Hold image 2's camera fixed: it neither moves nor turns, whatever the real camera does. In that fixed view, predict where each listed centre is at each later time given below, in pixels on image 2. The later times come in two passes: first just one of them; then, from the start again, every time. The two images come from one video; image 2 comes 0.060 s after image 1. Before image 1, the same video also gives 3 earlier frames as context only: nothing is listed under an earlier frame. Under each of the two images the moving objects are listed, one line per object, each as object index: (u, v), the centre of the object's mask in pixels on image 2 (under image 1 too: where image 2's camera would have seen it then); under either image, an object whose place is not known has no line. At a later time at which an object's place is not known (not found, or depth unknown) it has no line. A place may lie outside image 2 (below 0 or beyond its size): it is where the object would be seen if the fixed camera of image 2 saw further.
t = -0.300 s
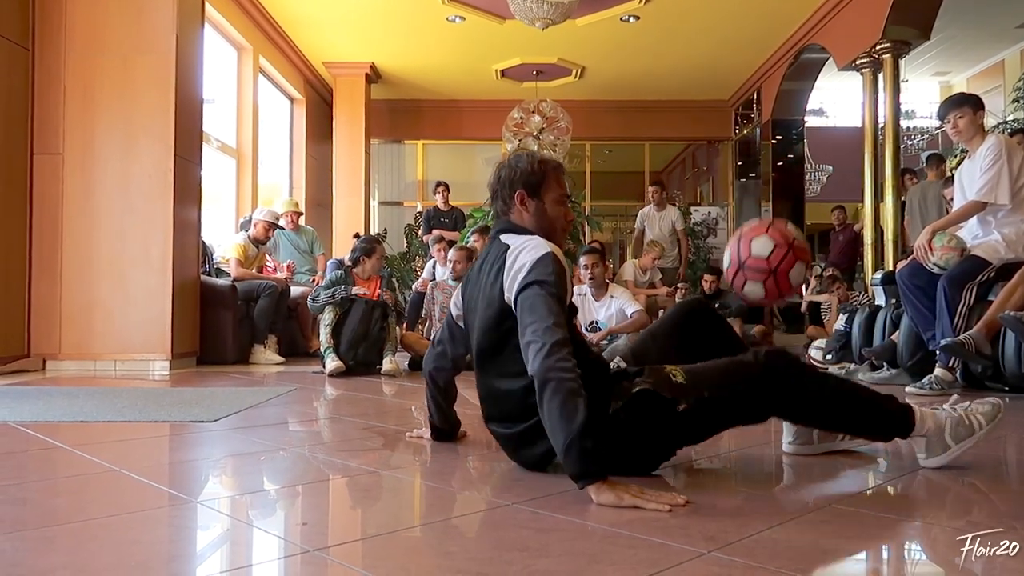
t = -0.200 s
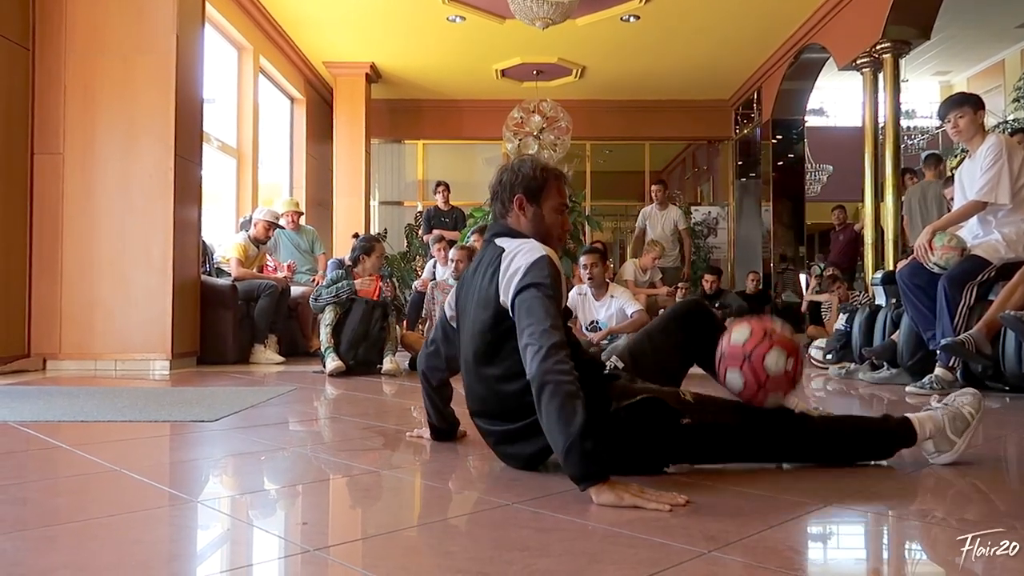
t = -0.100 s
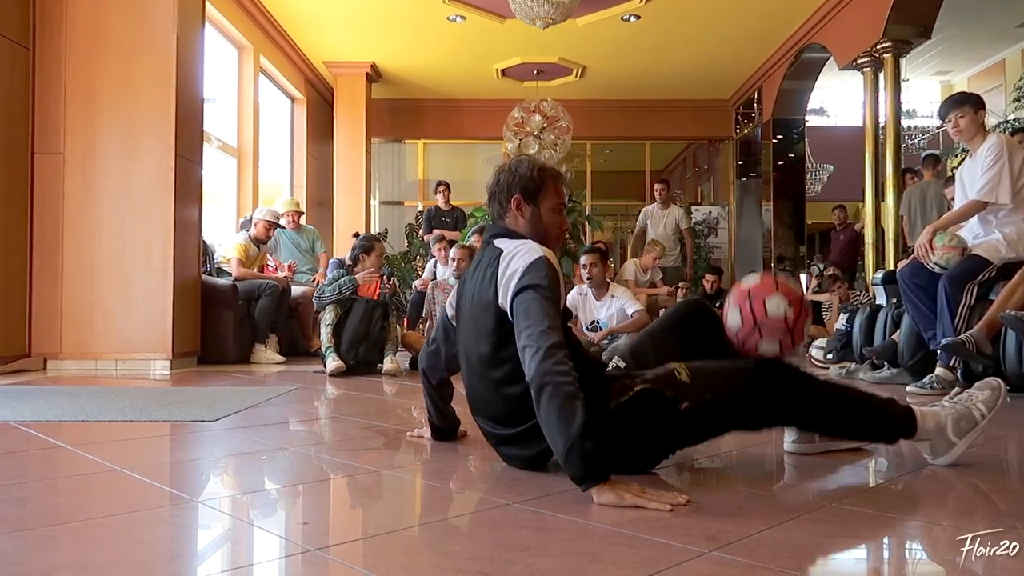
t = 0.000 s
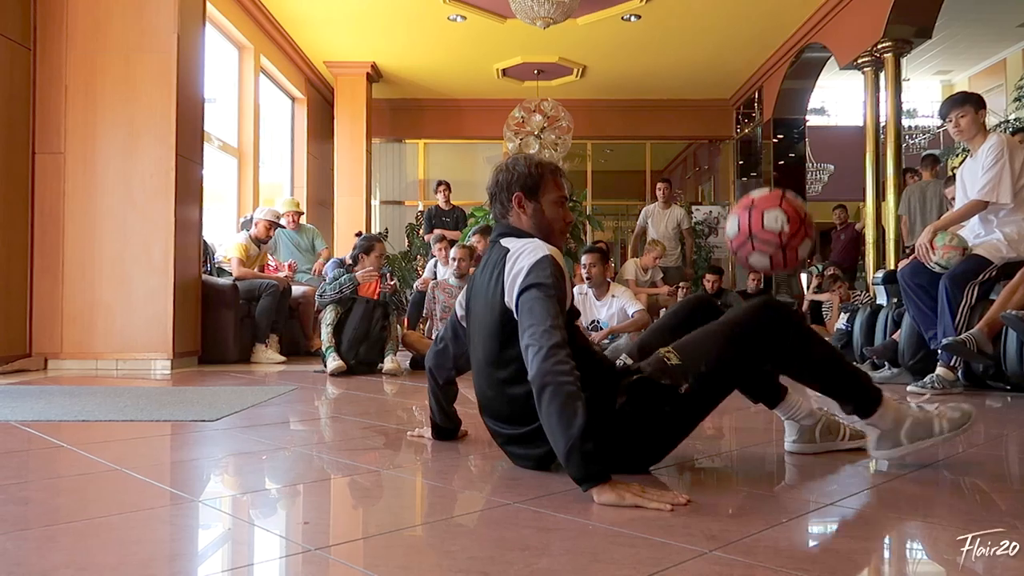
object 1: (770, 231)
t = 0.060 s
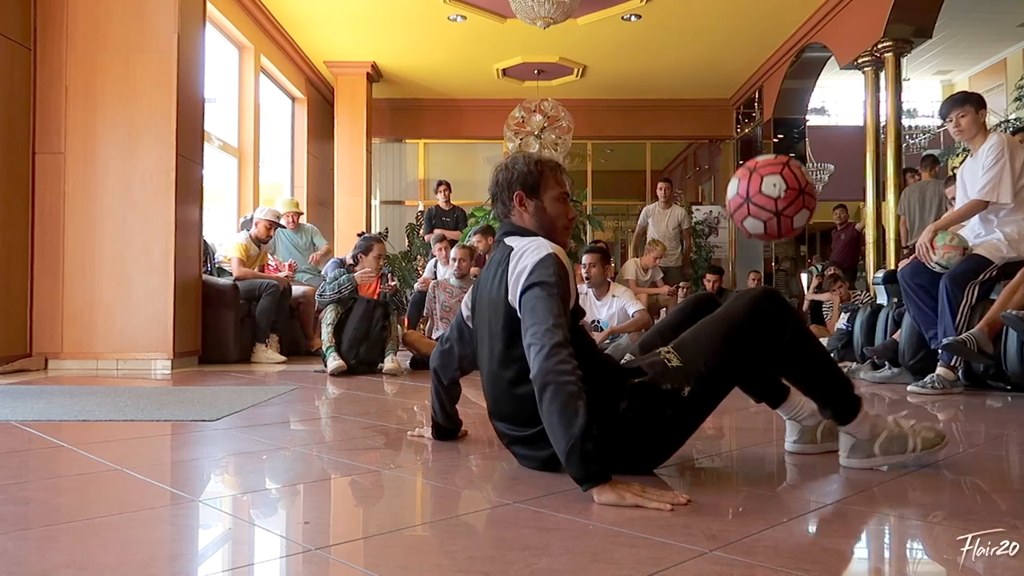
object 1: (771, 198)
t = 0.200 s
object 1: (774, 174)
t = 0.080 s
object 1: (771, 190)
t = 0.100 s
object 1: (771, 183)
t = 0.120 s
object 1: (772, 178)
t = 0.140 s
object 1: (773, 175)
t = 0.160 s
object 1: (773, 173)
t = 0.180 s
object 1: (773, 173)
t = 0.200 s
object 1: (774, 174)
